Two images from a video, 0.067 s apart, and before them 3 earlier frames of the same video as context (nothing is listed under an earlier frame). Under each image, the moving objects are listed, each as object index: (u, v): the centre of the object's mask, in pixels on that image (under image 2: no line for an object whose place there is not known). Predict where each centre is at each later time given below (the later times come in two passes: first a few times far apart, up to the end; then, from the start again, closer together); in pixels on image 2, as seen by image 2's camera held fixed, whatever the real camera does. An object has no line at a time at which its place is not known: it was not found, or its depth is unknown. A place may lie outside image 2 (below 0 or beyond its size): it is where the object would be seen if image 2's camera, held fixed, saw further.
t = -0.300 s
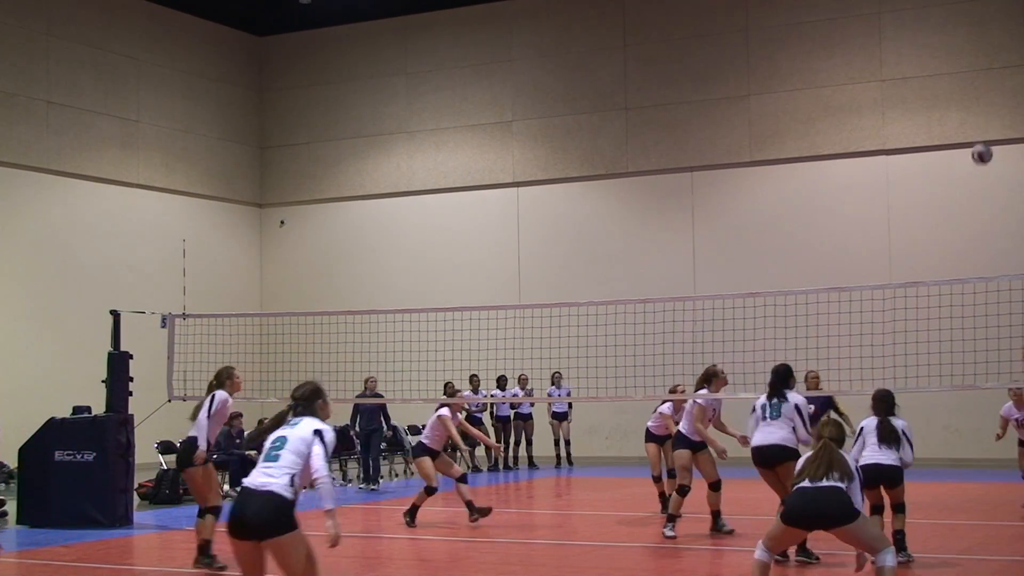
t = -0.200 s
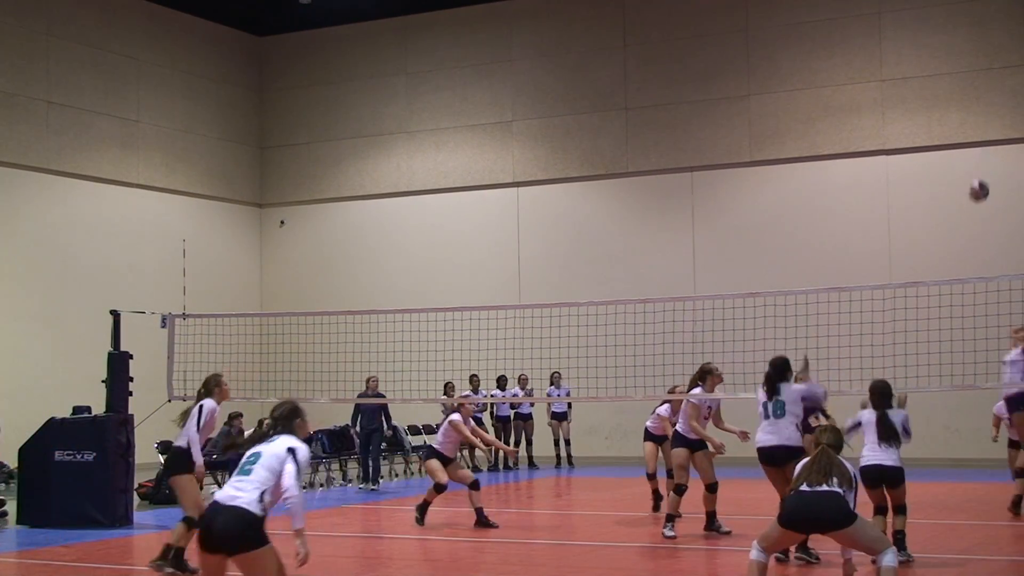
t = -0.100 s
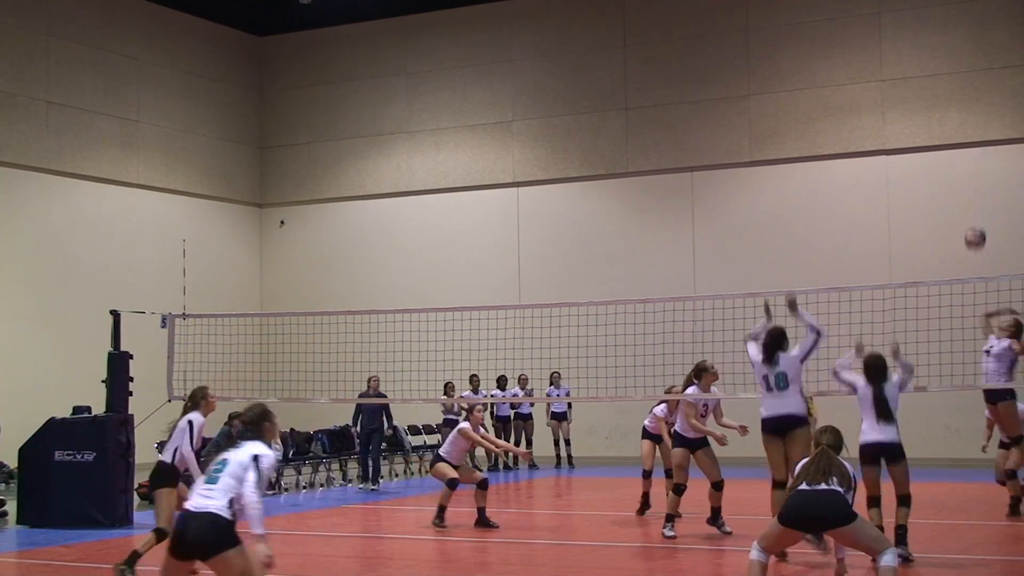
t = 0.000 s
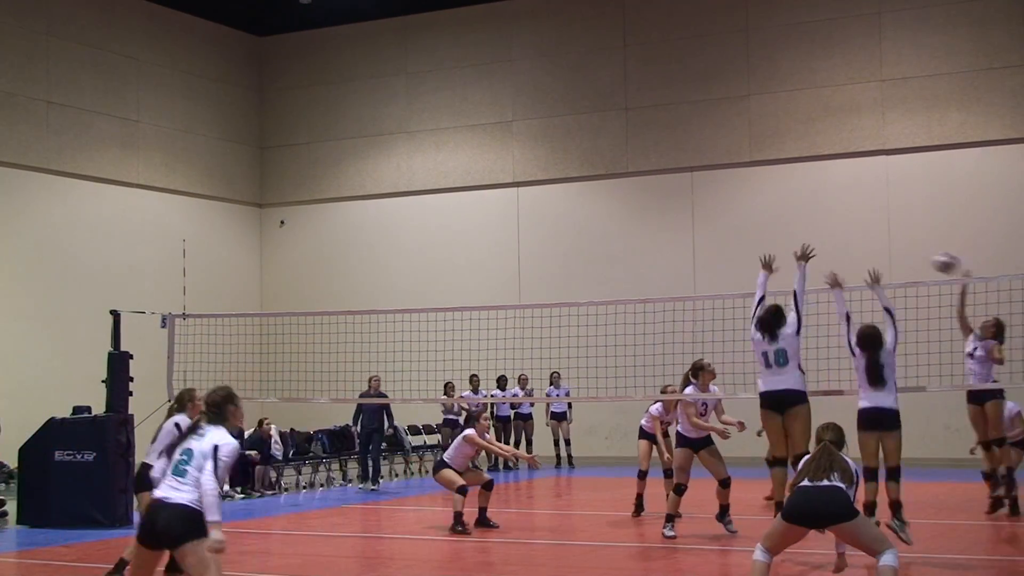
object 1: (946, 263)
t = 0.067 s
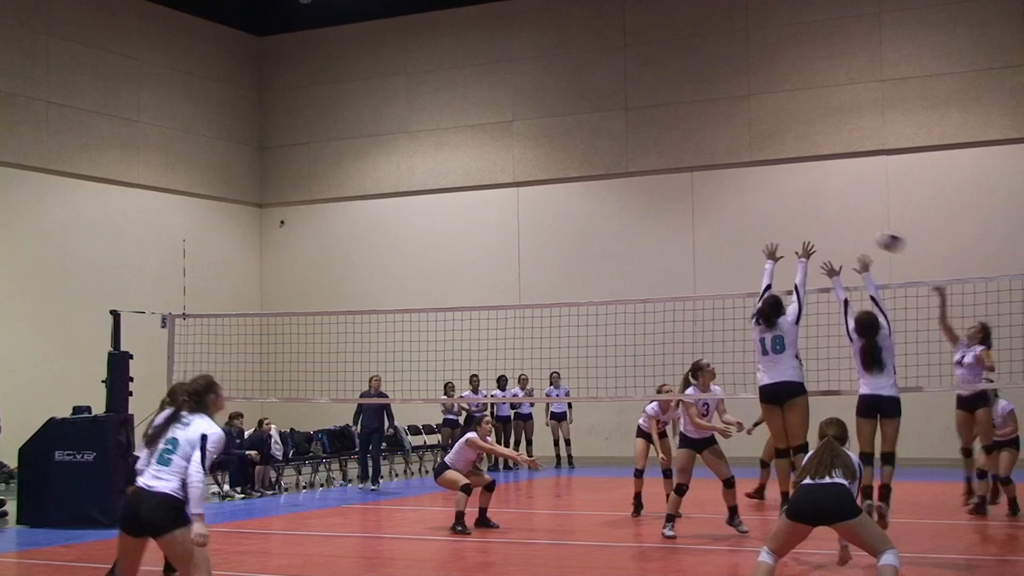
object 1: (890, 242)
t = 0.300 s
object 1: (680, 198)
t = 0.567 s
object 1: (404, 230)
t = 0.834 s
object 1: (71, 376)
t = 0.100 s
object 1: (861, 232)
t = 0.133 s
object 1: (832, 223)
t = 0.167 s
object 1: (803, 216)
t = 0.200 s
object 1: (773, 209)
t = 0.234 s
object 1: (743, 204)
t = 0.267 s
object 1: (712, 200)
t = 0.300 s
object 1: (680, 198)
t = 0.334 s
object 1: (648, 196)
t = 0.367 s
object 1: (616, 197)
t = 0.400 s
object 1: (581, 199)
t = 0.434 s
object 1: (547, 203)
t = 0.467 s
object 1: (514, 208)
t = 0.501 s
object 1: (478, 213)
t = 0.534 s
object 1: (442, 220)
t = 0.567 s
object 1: (404, 230)
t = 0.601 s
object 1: (365, 242)
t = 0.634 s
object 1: (325, 255)
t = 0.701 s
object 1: (244, 288)
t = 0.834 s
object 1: (71, 376)
